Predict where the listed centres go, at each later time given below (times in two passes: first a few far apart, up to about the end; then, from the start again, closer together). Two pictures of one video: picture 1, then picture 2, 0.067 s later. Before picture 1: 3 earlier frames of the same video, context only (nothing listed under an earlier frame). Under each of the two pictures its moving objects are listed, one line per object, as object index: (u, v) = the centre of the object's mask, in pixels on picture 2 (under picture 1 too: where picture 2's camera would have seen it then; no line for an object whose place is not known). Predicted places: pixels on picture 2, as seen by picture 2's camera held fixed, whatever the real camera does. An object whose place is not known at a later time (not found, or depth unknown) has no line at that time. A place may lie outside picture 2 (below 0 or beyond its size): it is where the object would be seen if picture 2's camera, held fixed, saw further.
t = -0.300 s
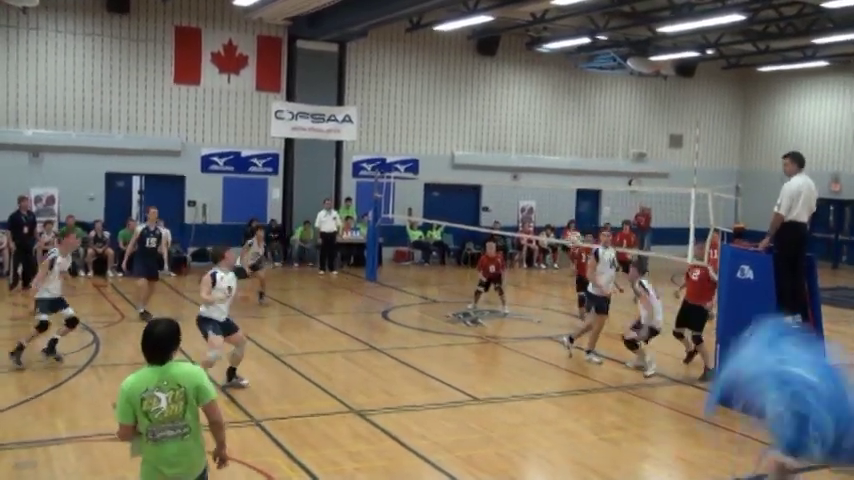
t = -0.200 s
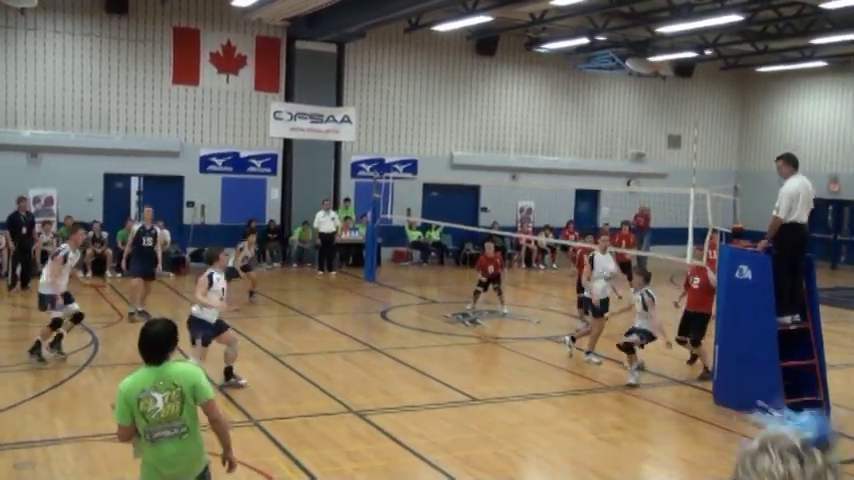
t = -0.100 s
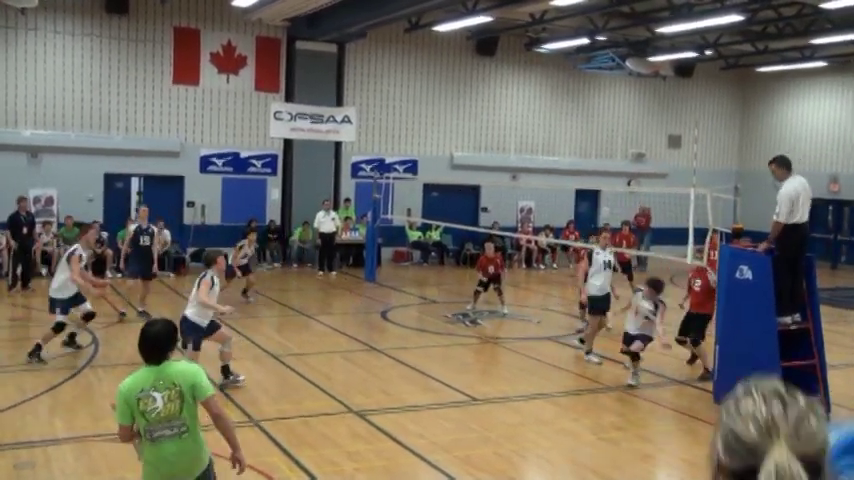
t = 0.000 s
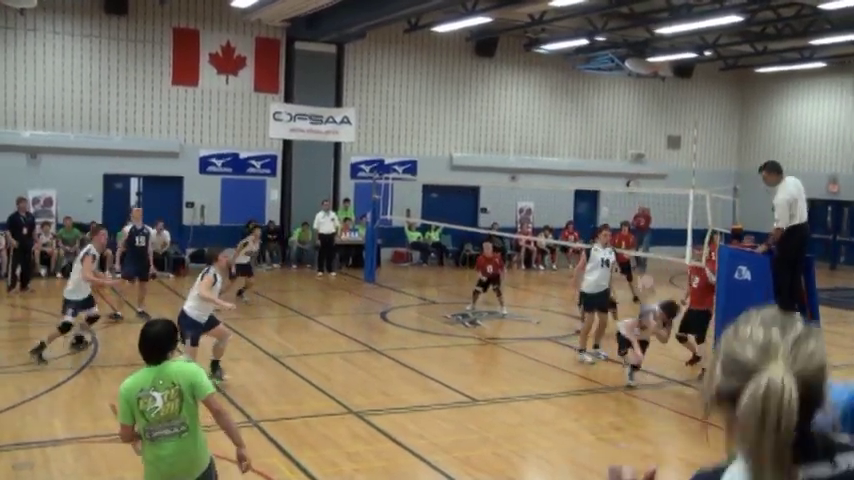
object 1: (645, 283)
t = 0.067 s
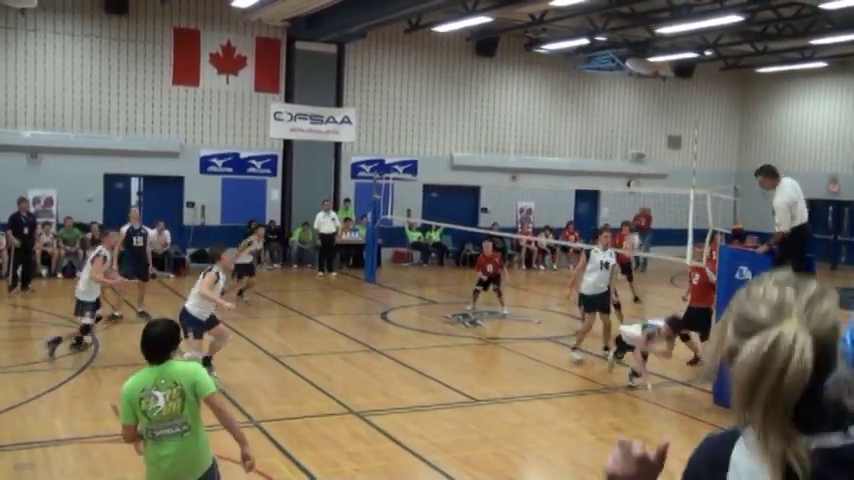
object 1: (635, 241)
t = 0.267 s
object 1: (597, 141)
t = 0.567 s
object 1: (545, 57)
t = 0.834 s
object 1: (499, 47)
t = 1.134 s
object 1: (451, 98)
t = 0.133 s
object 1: (620, 202)
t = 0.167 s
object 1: (615, 186)
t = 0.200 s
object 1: (611, 173)
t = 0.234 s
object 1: (603, 156)
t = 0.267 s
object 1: (597, 141)
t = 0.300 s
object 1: (590, 128)
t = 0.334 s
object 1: (584, 116)
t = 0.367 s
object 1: (579, 105)
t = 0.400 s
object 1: (574, 94)
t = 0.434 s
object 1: (567, 84)
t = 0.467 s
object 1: (561, 75)
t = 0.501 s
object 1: (556, 69)
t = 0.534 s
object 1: (550, 63)
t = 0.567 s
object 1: (545, 57)
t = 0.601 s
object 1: (537, 53)
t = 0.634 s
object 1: (533, 49)
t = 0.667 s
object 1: (527, 47)
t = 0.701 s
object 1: (521, 45)
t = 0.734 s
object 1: (516, 44)
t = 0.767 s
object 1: (510, 44)
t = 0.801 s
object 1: (504, 45)
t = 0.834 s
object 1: (499, 47)
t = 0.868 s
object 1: (493, 49)
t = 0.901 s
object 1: (488, 51)
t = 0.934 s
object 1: (484, 56)
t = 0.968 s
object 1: (478, 60)
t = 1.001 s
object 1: (472, 67)
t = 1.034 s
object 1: (467, 72)
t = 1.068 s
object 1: (460, 81)
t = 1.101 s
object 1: (456, 88)
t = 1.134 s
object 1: (451, 98)
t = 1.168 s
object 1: (445, 108)
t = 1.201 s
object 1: (439, 120)
